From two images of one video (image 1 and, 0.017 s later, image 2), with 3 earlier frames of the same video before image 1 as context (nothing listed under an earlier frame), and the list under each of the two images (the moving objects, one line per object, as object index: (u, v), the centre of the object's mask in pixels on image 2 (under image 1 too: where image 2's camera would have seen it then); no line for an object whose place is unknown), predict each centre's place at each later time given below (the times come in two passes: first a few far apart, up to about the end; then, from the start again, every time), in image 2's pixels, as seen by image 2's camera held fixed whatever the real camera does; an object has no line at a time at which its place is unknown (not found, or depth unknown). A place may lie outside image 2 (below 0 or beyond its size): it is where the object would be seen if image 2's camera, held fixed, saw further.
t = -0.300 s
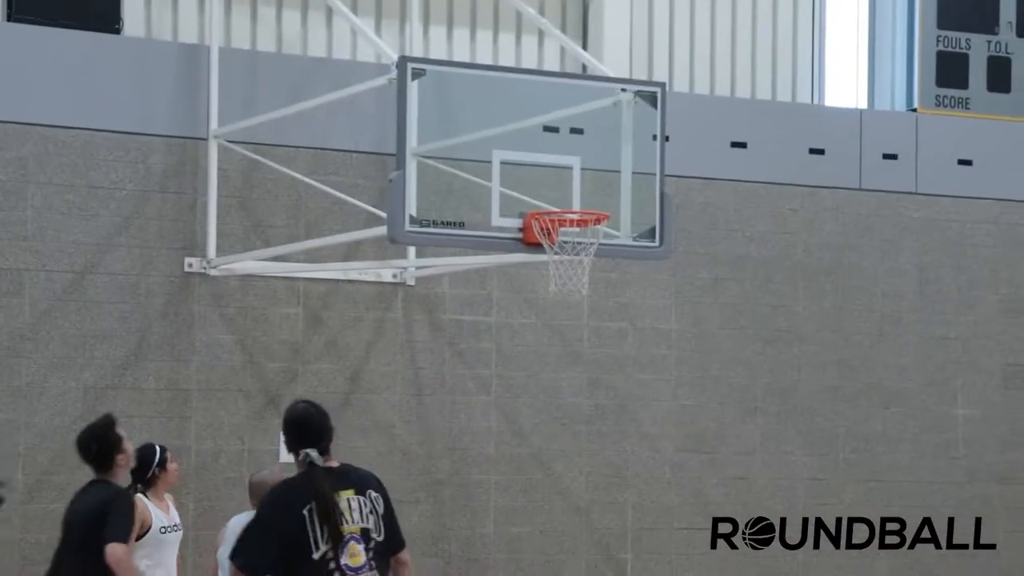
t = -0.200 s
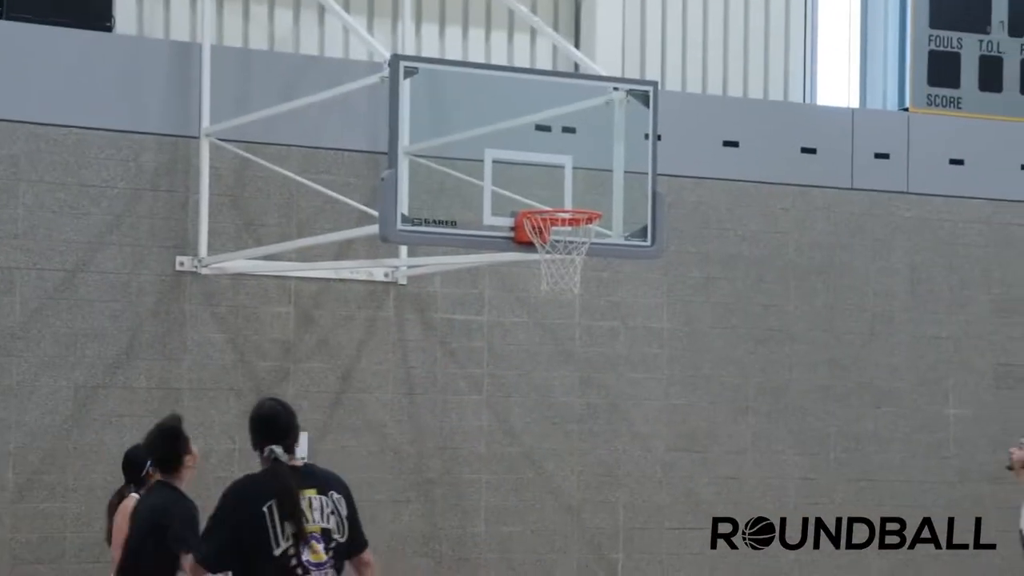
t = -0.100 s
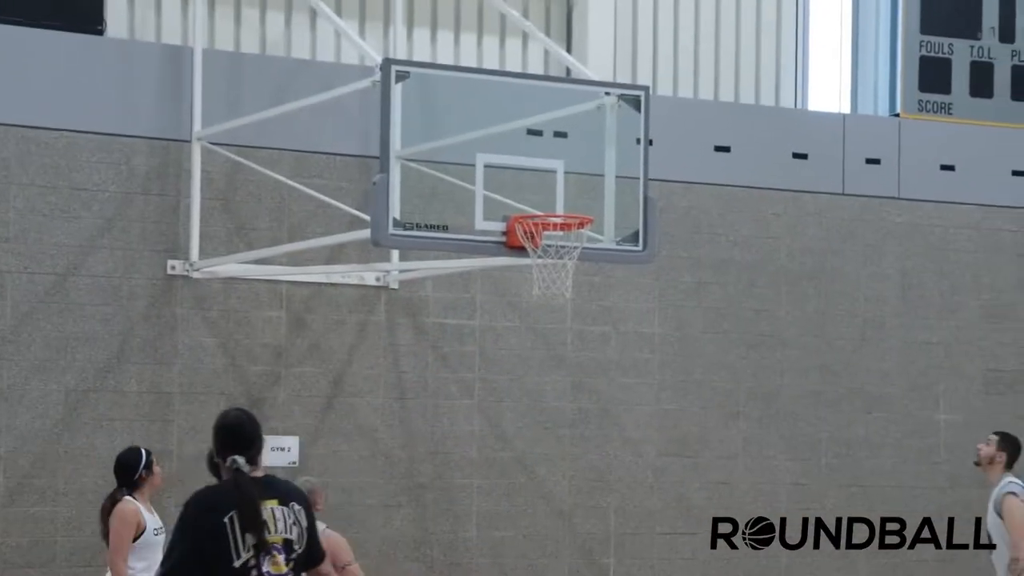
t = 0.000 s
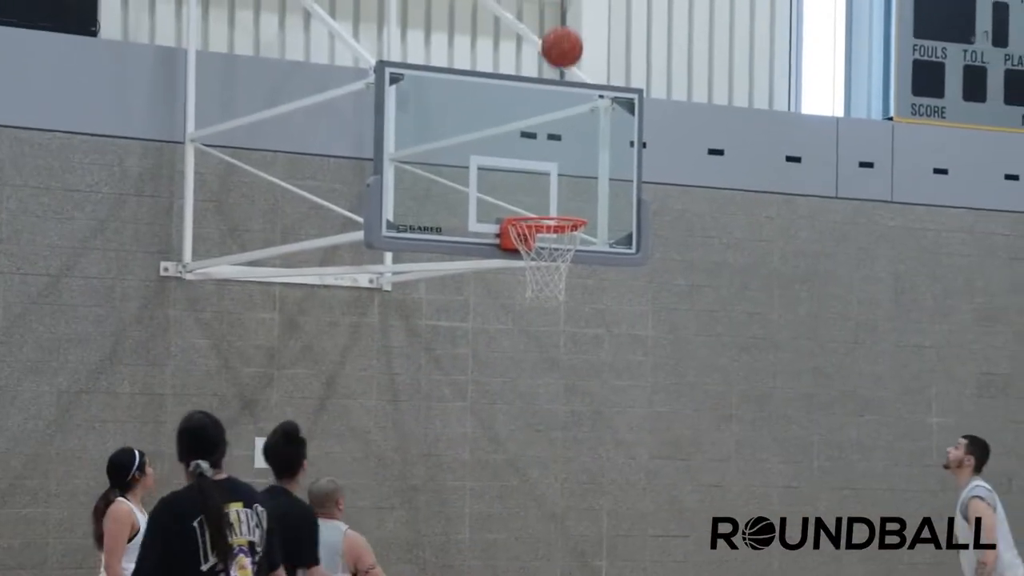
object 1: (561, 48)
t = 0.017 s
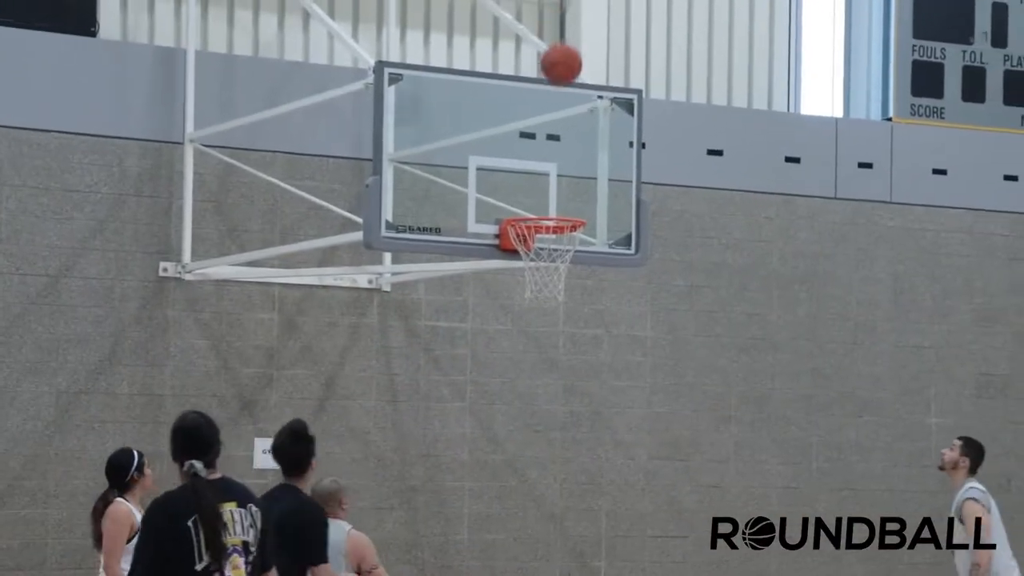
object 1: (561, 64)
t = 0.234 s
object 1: (558, 272)
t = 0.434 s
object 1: (530, 364)
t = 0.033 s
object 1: (561, 80)
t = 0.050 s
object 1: (561, 96)
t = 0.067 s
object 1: (562, 113)
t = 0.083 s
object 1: (562, 131)
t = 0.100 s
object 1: (562, 148)
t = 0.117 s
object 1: (562, 166)
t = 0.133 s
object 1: (562, 183)
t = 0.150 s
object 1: (562, 200)
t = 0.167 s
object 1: (562, 220)
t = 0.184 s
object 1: (562, 239)
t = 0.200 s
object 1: (561, 256)
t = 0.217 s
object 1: (560, 266)
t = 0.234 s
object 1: (558, 272)
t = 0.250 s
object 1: (556, 277)
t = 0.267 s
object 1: (554, 283)
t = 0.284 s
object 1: (551, 289)
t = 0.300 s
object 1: (549, 296)
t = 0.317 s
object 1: (547, 303)
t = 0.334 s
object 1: (544, 310)
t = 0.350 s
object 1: (542, 318)
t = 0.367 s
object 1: (540, 326)
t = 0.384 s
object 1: (537, 335)
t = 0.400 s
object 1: (534, 345)
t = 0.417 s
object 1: (532, 354)
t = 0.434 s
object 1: (530, 364)
